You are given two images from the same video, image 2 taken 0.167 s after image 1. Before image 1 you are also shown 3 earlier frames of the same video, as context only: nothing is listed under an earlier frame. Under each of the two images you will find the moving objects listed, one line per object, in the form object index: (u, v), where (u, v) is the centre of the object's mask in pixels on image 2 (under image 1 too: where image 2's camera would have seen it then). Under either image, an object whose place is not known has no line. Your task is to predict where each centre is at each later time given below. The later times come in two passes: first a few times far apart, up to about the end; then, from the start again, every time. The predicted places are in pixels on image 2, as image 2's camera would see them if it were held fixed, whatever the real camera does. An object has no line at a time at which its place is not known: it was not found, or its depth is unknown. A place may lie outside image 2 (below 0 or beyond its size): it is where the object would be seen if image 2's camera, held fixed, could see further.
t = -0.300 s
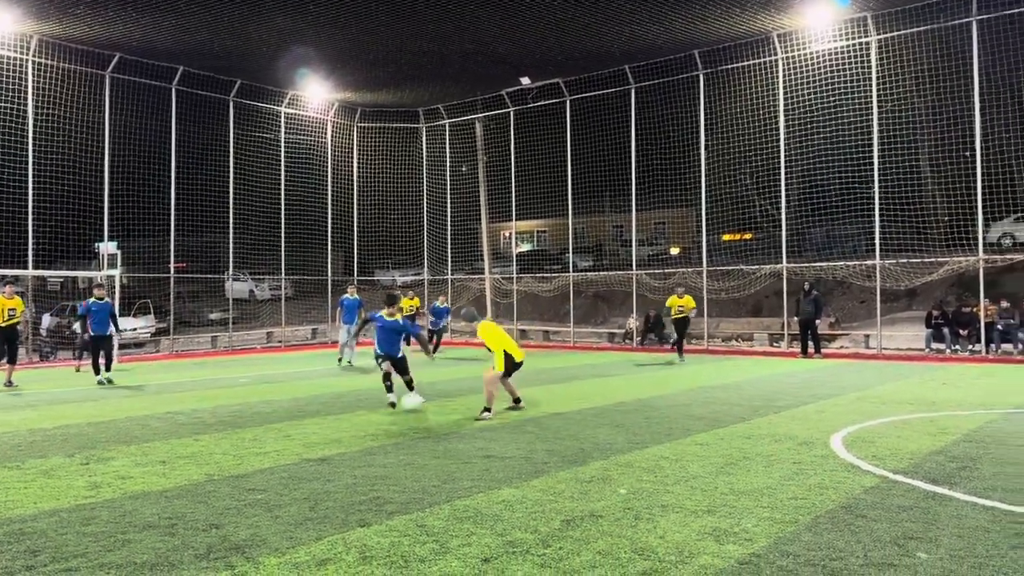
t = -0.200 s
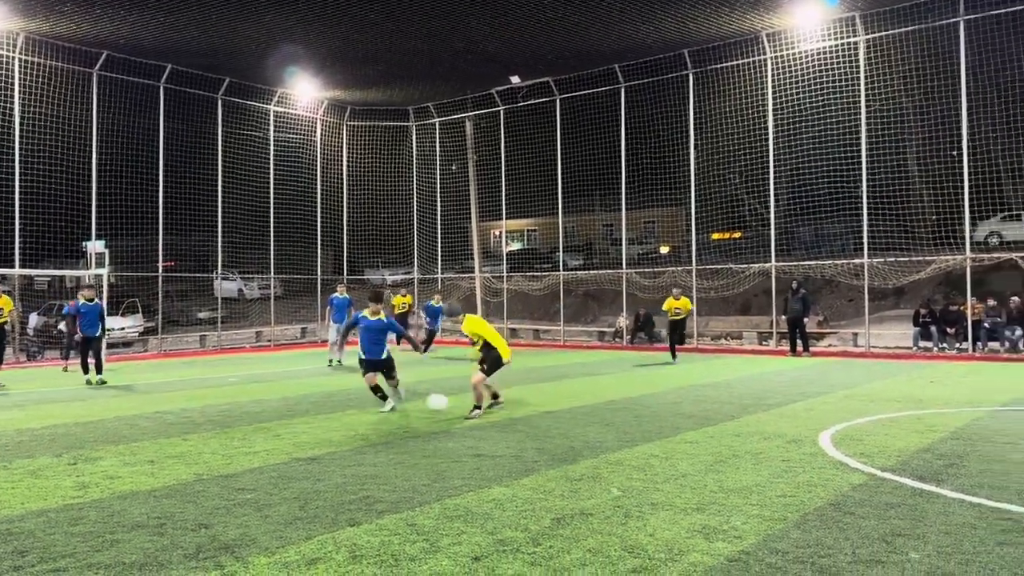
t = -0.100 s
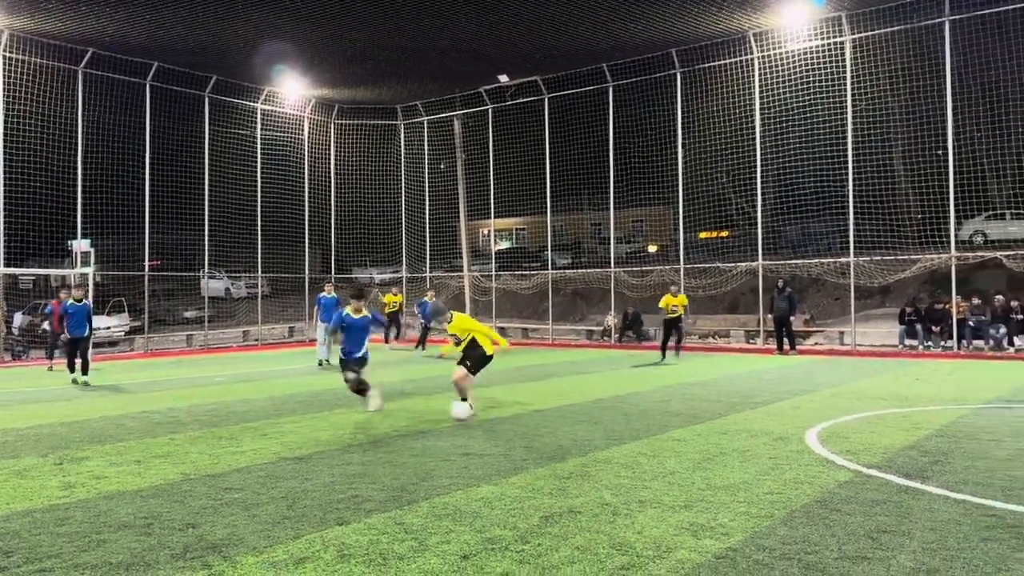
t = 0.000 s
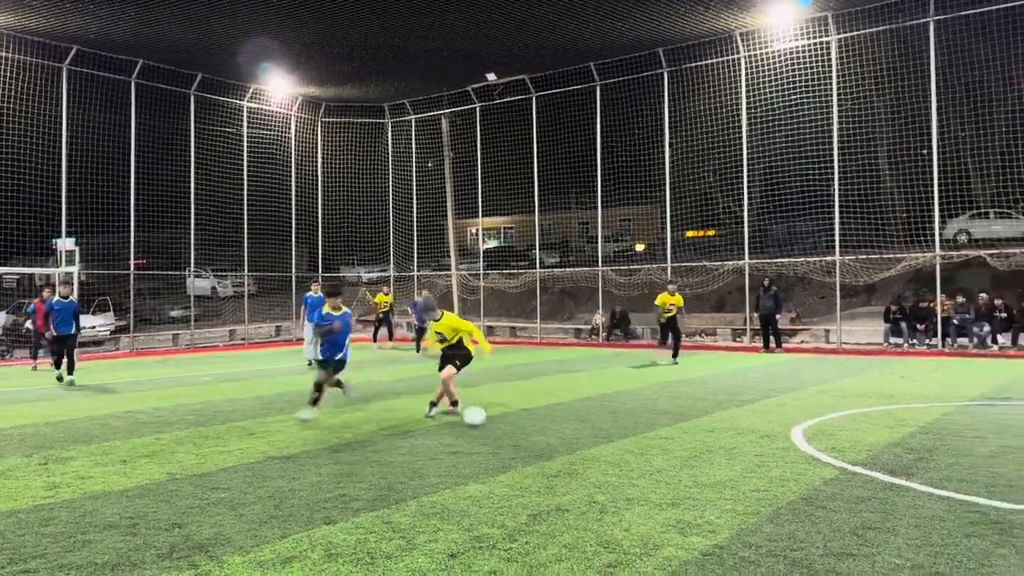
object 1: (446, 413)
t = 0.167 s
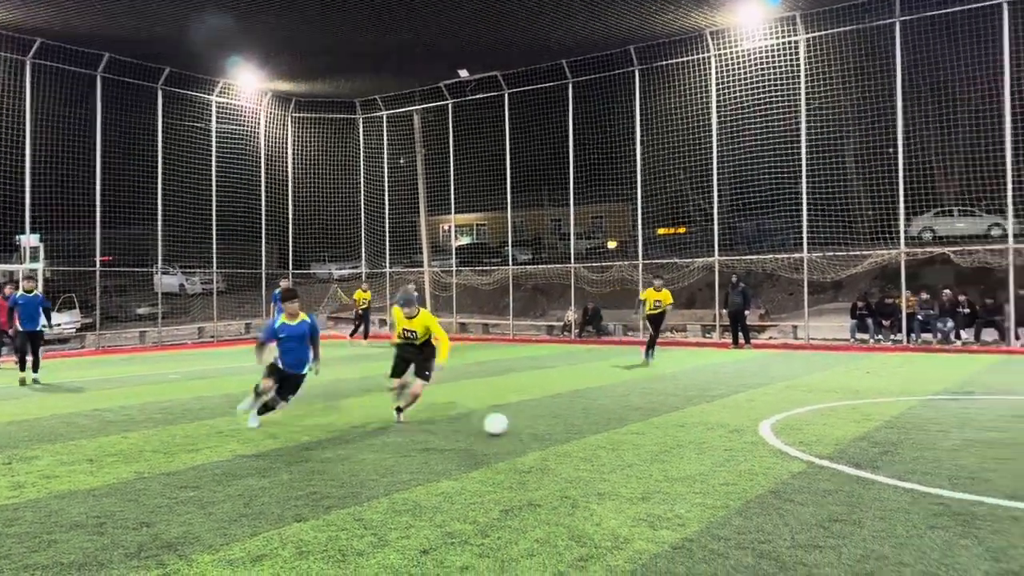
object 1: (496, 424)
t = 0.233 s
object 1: (518, 427)
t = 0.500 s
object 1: (624, 452)
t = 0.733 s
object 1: (754, 484)
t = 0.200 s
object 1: (506, 425)
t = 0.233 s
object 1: (518, 427)
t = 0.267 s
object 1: (529, 430)
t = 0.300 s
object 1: (541, 434)
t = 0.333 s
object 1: (554, 436)
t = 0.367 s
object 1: (567, 439)
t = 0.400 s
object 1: (581, 442)
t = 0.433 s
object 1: (594, 447)
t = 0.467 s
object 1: (609, 450)
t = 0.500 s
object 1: (624, 452)
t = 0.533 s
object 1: (640, 456)
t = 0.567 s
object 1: (657, 462)
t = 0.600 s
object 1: (675, 465)
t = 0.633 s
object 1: (693, 468)
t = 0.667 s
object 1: (712, 473)
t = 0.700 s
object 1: (732, 480)
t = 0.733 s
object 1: (754, 484)
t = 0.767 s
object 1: (776, 488)
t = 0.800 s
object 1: (799, 496)
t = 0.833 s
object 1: (824, 501)
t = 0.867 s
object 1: (850, 507)
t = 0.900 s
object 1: (878, 516)
